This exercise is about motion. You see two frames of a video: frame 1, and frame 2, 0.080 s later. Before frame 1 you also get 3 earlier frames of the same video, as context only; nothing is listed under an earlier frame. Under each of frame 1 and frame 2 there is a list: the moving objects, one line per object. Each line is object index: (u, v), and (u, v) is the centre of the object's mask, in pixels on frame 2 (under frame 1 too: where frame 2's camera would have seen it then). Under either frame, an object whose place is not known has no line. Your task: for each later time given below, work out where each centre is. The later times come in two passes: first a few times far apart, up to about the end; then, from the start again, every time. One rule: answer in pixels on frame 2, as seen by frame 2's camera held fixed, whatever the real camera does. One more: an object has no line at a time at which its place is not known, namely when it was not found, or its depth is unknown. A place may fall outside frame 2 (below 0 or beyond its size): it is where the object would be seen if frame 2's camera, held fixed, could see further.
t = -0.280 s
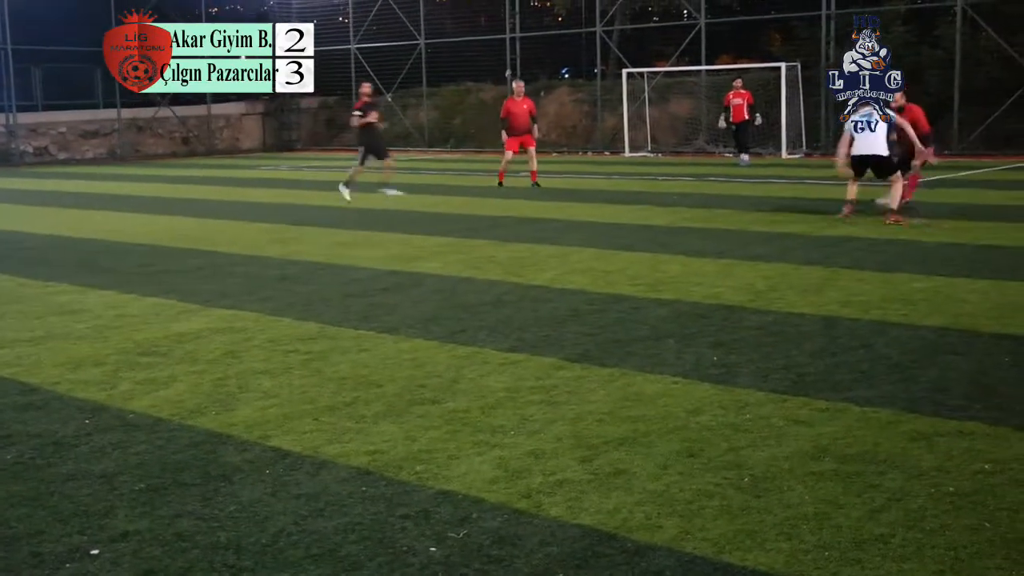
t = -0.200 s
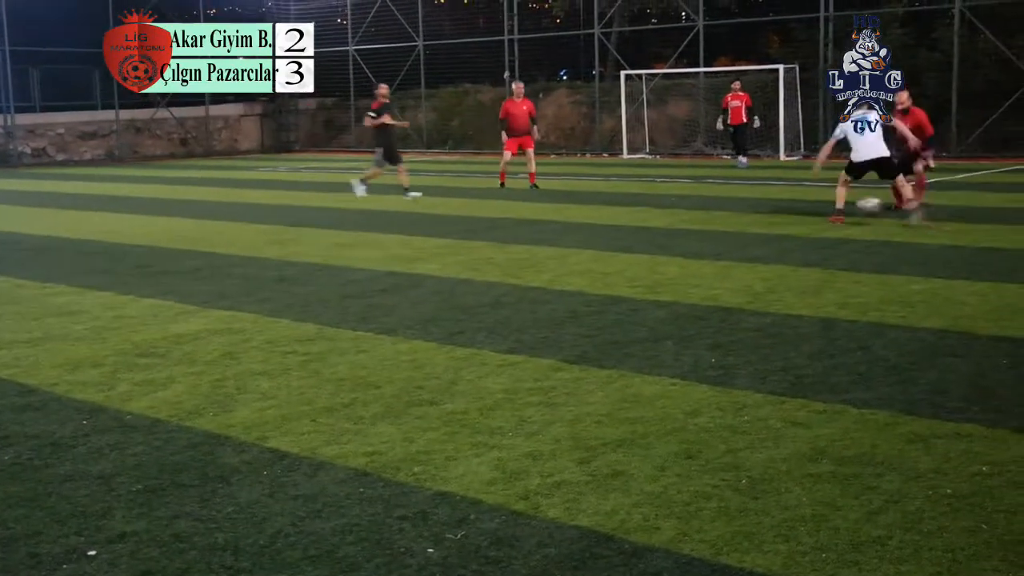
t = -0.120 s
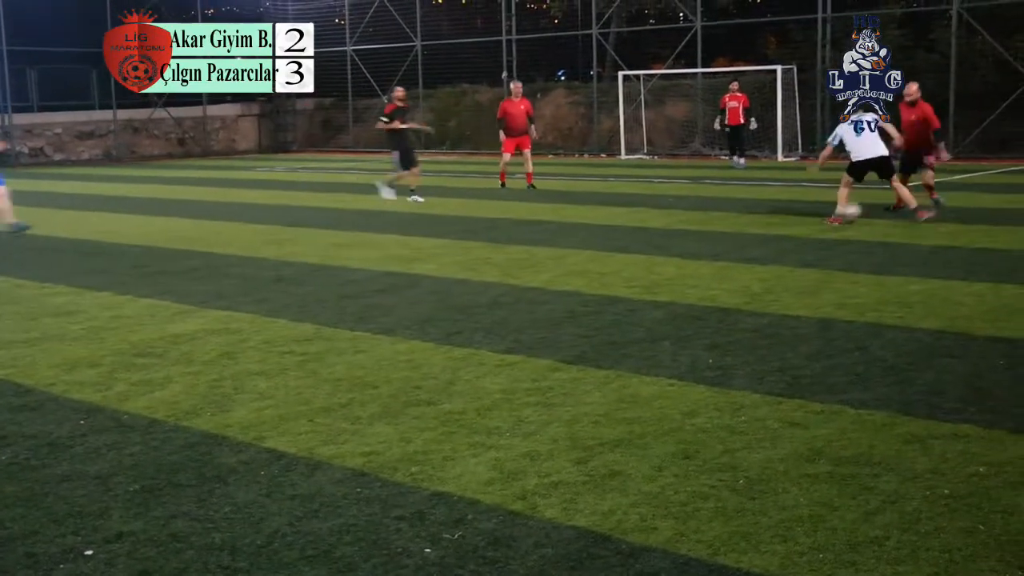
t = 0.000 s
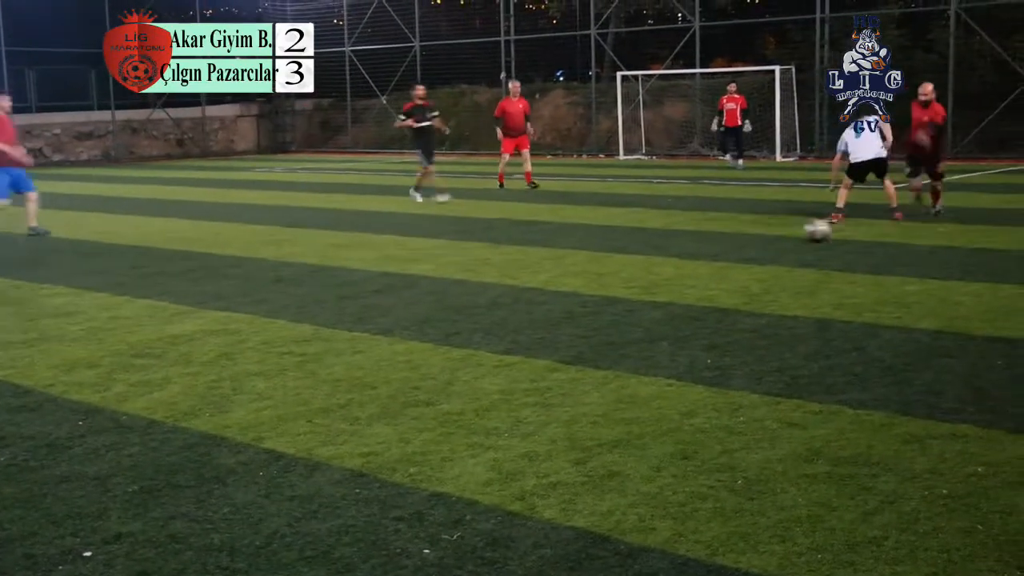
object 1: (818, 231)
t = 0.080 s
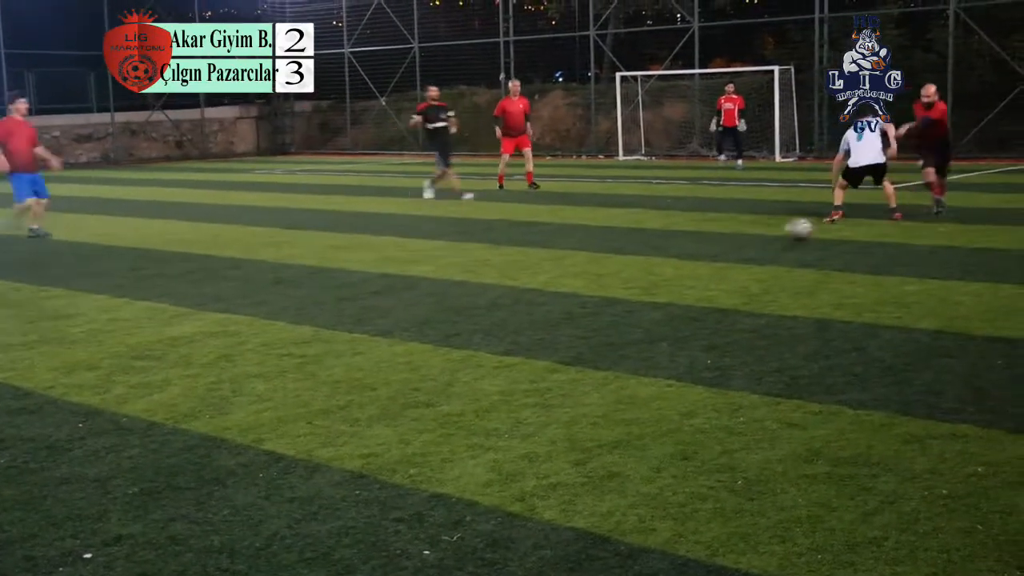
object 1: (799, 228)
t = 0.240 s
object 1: (756, 249)
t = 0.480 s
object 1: (696, 267)
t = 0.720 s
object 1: (633, 284)
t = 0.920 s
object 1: (573, 300)
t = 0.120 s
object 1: (790, 230)
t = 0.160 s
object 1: (779, 234)
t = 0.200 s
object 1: (768, 241)
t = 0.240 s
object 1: (756, 249)
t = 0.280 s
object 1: (746, 251)
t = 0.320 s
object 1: (737, 251)
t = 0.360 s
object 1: (727, 251)
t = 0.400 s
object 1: (716, 254)
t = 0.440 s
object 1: (706, 259)
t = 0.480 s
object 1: (696, 267)
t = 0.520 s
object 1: (686, 270)
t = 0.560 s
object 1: (676, 268)
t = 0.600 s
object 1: (666, 271)
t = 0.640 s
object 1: (654, 276)
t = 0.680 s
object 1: (643, 282)
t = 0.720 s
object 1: (633, 284)
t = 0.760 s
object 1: (621, 285)
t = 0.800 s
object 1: (610, 289)
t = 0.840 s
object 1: (598, 295)
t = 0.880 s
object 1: (585, 299)
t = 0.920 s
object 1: (573, 300)
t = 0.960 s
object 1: (561, 304)
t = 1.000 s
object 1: (548, 309)
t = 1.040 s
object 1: (535, 312)
